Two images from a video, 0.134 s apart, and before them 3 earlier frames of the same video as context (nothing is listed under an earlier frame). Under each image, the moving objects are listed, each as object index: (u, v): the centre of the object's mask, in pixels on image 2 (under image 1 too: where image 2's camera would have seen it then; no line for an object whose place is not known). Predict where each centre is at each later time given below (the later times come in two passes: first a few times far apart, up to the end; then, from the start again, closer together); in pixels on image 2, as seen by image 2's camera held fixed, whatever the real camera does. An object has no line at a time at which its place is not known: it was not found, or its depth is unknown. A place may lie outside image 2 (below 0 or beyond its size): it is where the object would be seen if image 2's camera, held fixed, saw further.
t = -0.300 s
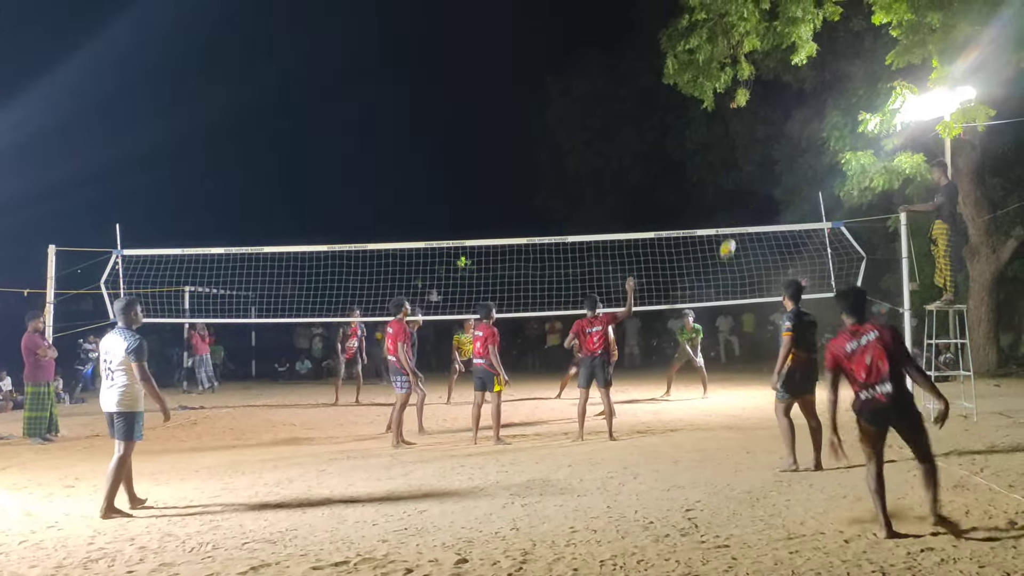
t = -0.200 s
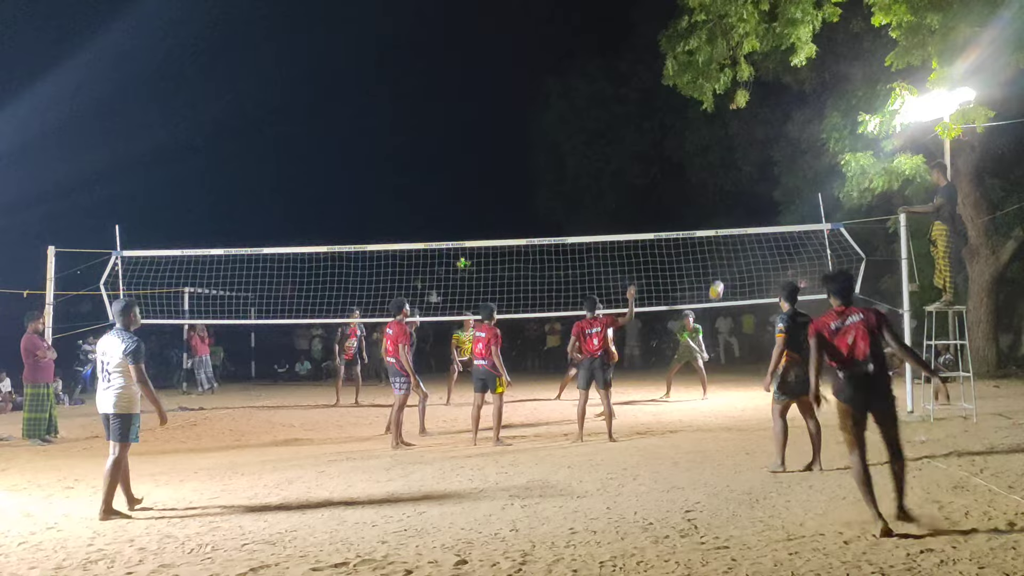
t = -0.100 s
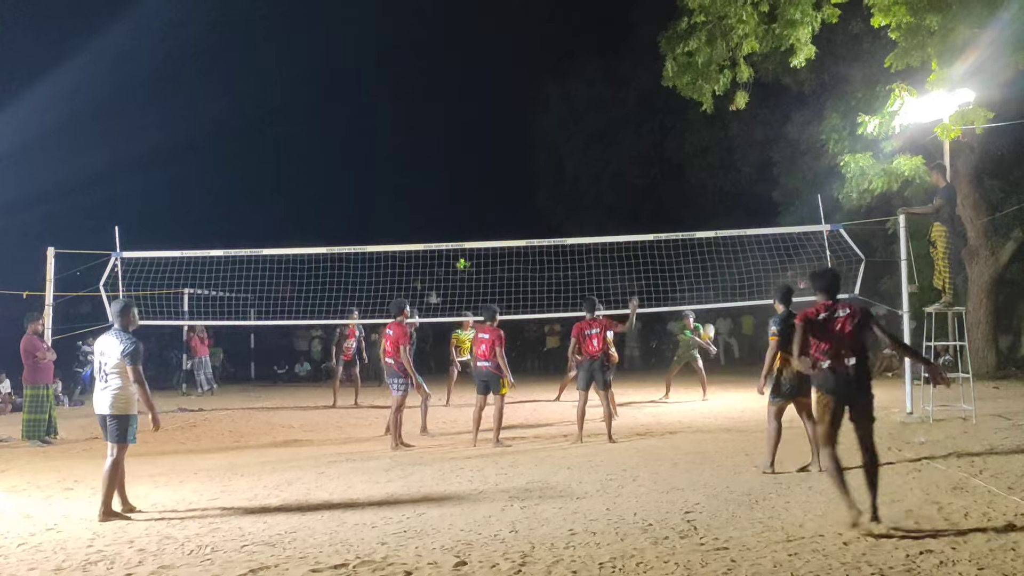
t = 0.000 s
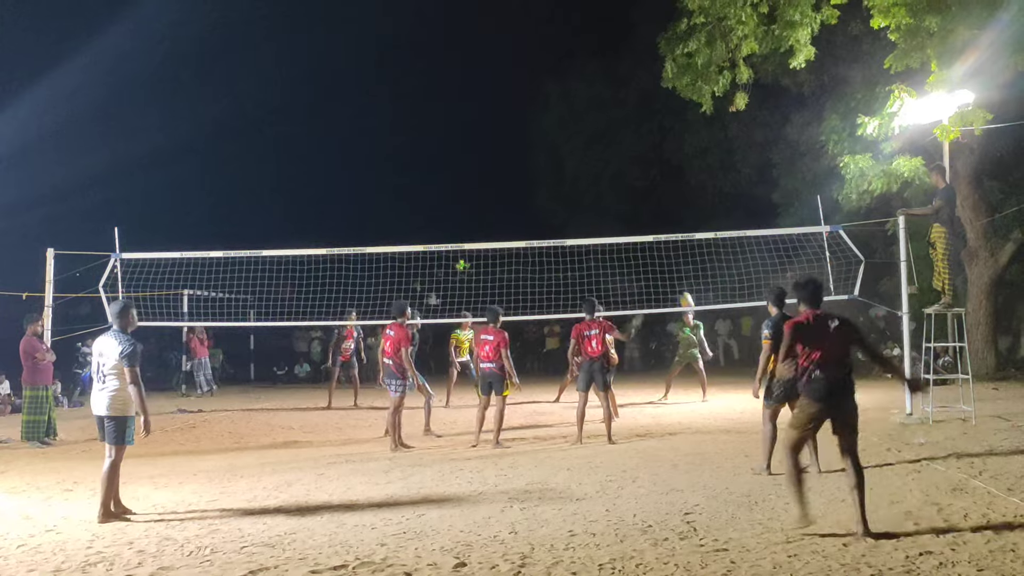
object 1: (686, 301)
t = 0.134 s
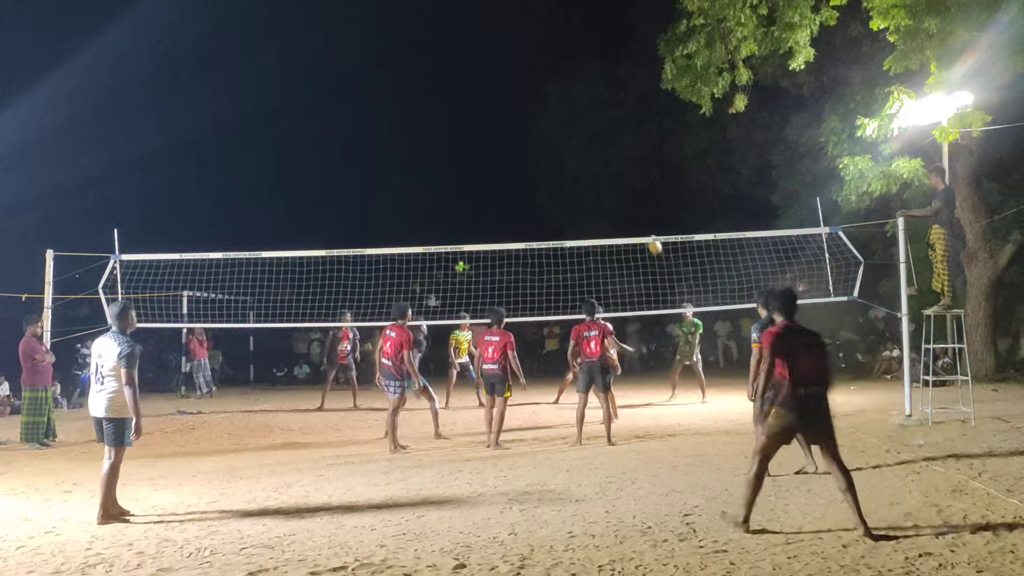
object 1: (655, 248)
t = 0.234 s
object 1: (629, 207)
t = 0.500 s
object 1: (563, 135)
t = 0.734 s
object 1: (505, 106)
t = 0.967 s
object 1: (447, 109)
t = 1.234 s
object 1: (382, 151)
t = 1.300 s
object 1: (365, 167)
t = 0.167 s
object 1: (646, 230)
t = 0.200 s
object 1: (637, 219)
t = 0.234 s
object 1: (629, 207)
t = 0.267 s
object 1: (621, 196)
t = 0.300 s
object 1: (613, 186)
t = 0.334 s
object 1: (605, 176)
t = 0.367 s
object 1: (596, 166)
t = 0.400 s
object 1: (587, 158)
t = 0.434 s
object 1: (579, 149)
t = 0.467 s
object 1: (571, 142)
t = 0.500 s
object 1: (563, 135)
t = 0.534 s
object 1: (554, 129)
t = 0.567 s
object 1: (546, 124)
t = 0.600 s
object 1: (538, 119)
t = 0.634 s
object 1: (529, 115)
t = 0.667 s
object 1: (521, 111)
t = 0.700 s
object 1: (513, 109)
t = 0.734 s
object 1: (505, 106)
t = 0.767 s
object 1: (496, 104)
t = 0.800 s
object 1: (488, 104)
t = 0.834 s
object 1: (480, 103)
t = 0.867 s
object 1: (471, 103)
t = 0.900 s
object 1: (463, 104)
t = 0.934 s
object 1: (455, 106)
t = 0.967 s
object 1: (447, 109)
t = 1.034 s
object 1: (430, 115)
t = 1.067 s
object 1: (422, 119)
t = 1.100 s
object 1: (414, 124)
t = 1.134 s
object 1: (406, 129)
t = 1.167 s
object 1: (398, 136)
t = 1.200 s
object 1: (390, 143)
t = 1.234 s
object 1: (382, 151)
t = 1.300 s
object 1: (365, 167)
